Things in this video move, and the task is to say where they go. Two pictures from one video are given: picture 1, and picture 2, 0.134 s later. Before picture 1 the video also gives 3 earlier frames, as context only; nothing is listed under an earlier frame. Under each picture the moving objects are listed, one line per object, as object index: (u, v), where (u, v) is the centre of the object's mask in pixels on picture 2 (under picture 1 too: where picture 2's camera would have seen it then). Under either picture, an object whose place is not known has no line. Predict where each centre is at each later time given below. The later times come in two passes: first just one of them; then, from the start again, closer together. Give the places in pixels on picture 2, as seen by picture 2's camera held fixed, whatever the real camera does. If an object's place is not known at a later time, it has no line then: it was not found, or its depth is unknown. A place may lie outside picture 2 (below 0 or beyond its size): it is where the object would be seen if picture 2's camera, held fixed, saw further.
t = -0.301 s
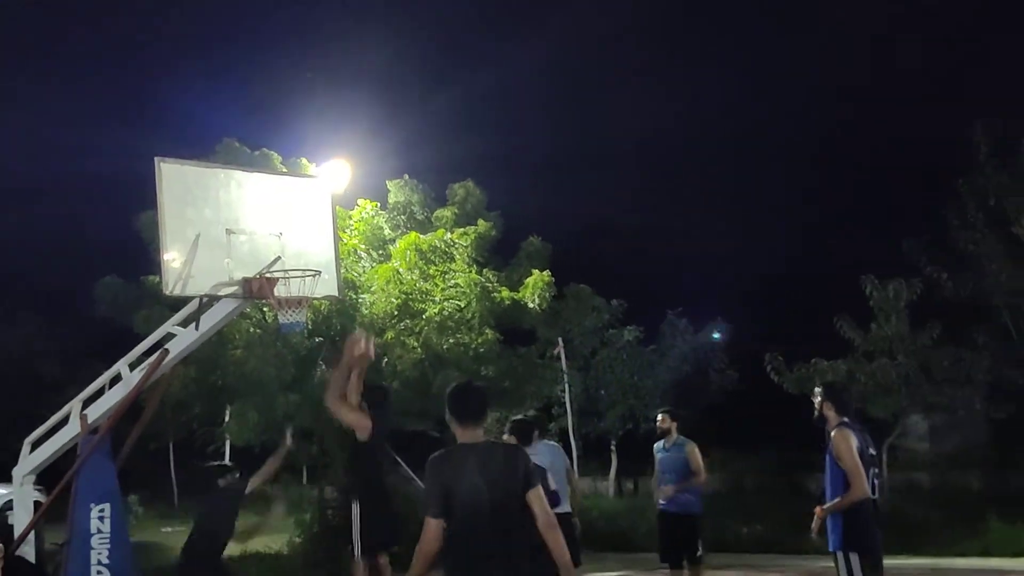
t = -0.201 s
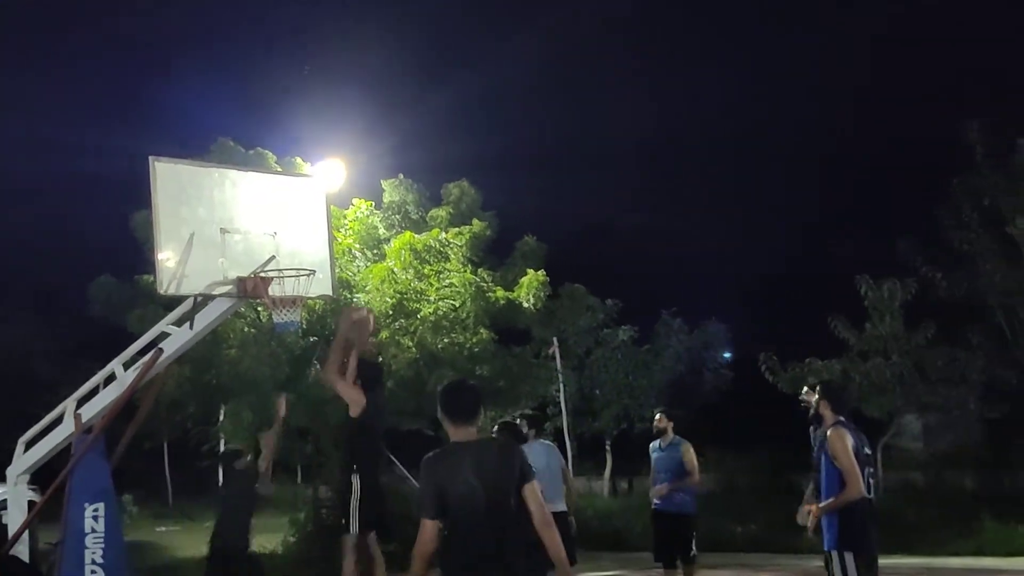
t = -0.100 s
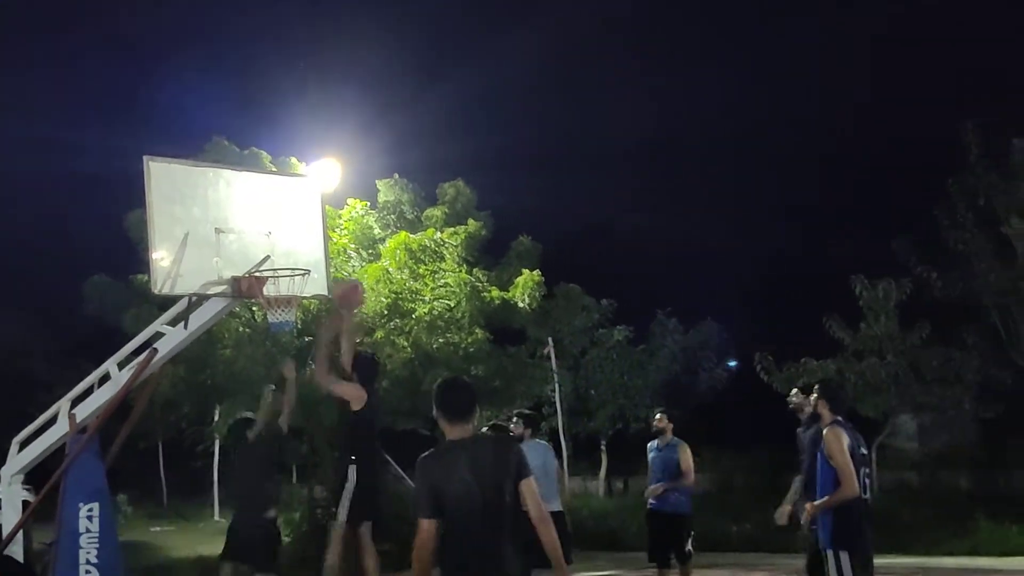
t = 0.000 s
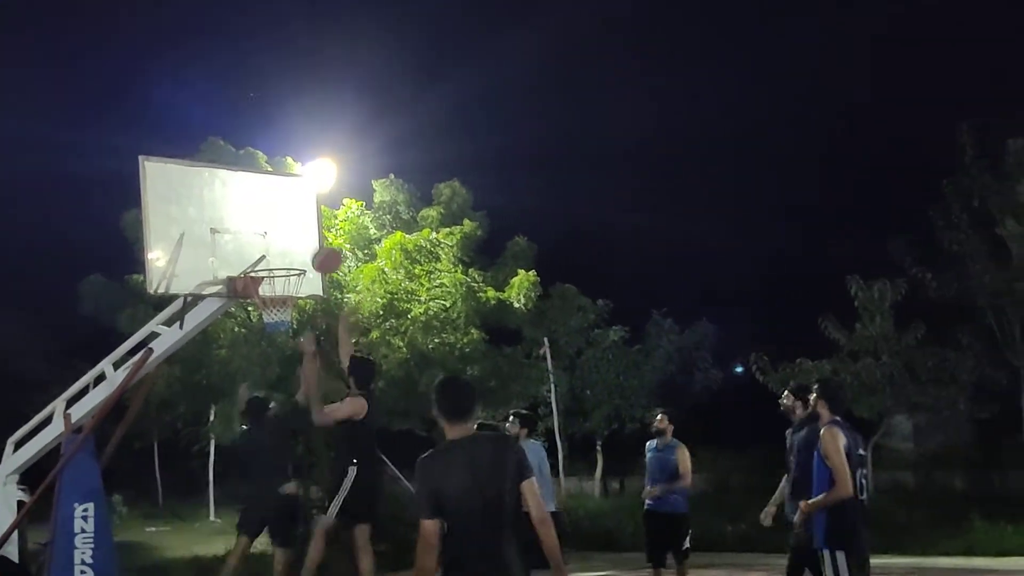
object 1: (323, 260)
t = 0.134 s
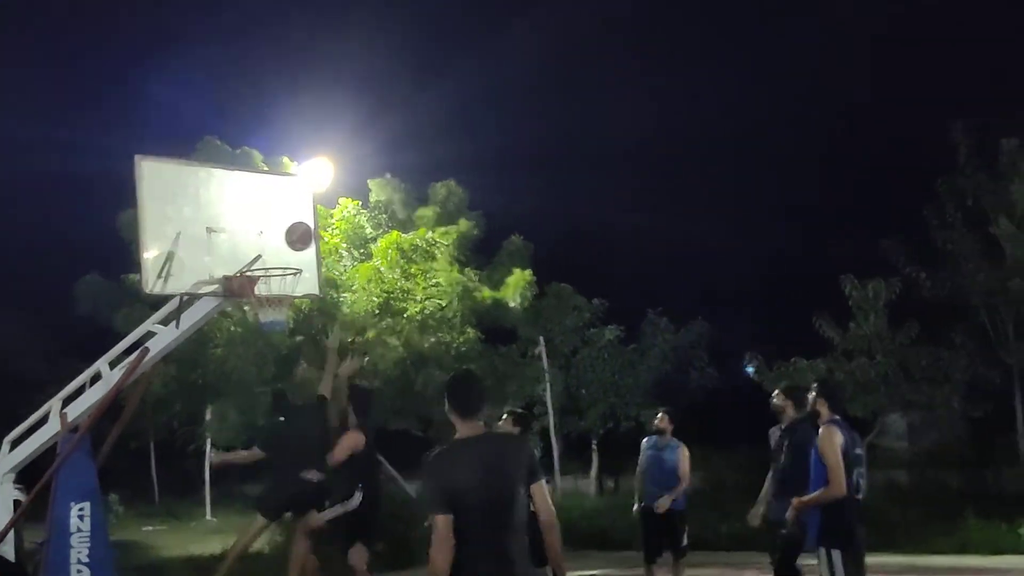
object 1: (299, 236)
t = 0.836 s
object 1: (284, 259)
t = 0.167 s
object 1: (293, 234)
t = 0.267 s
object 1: (277, 235)
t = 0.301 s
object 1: (271, 238)
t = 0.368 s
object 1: (260, 248)
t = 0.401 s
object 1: (255, 254)
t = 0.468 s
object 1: (254, 257)
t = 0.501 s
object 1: (254, 258)
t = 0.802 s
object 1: (281, 258)
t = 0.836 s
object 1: (284, 259)
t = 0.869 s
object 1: (286, 257)
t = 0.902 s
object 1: (289, 257)
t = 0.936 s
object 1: (292, 259)
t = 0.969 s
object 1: (295, 259)
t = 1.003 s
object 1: (297, 260)
